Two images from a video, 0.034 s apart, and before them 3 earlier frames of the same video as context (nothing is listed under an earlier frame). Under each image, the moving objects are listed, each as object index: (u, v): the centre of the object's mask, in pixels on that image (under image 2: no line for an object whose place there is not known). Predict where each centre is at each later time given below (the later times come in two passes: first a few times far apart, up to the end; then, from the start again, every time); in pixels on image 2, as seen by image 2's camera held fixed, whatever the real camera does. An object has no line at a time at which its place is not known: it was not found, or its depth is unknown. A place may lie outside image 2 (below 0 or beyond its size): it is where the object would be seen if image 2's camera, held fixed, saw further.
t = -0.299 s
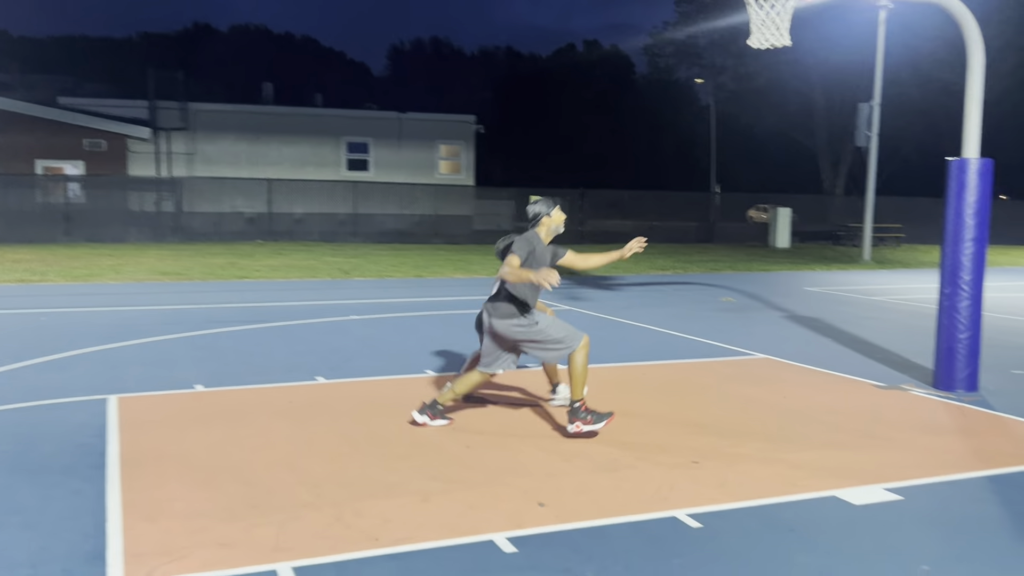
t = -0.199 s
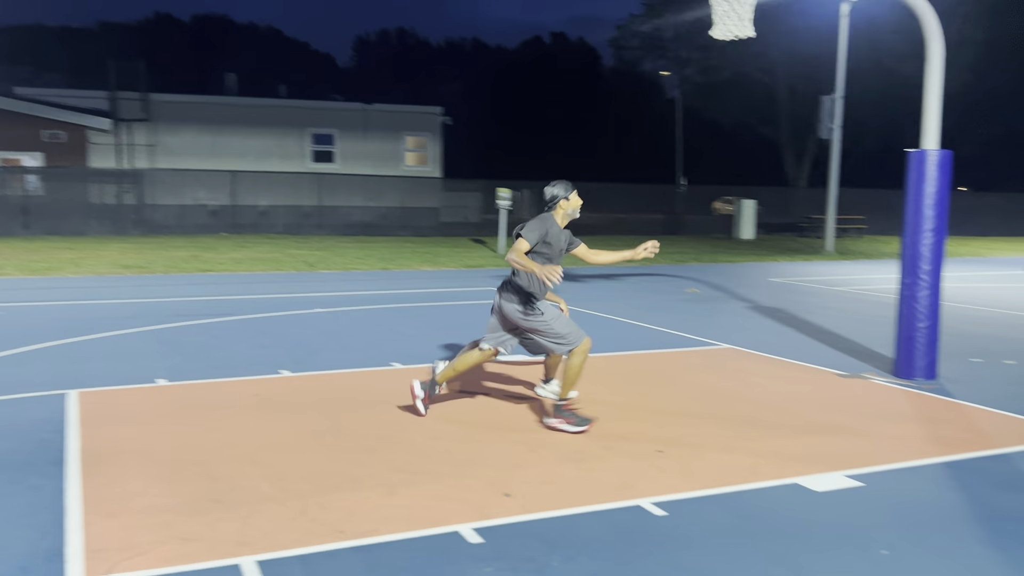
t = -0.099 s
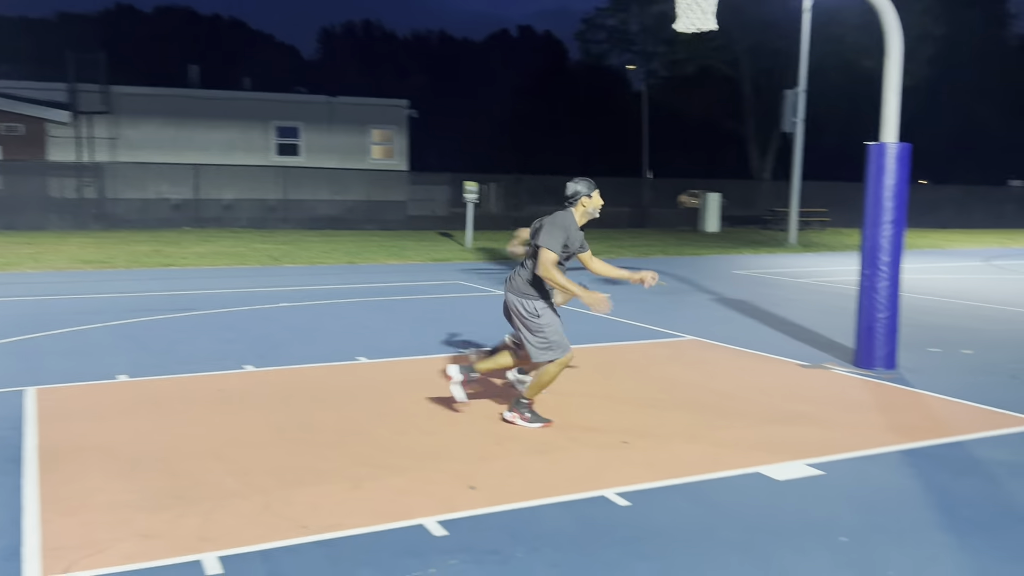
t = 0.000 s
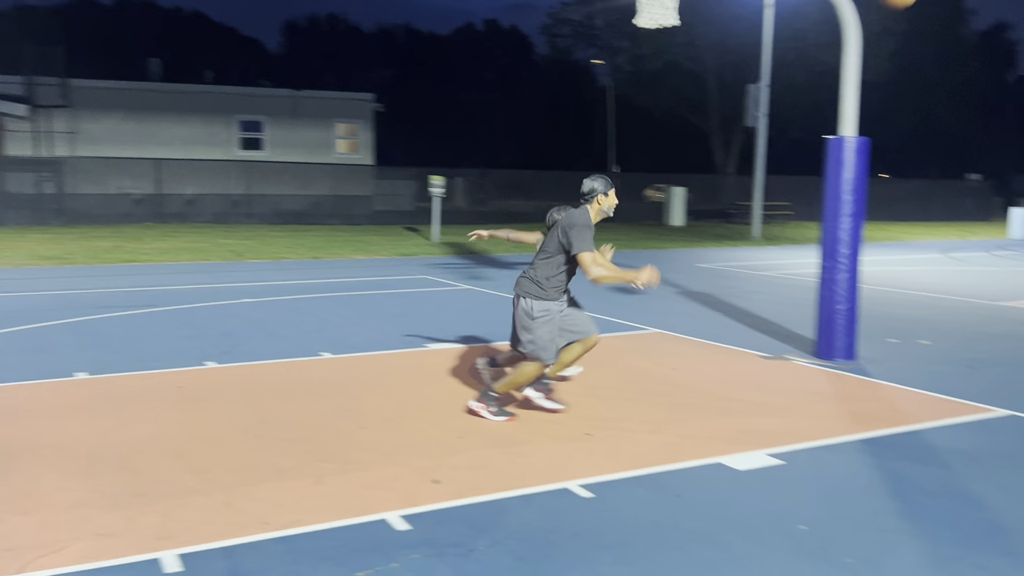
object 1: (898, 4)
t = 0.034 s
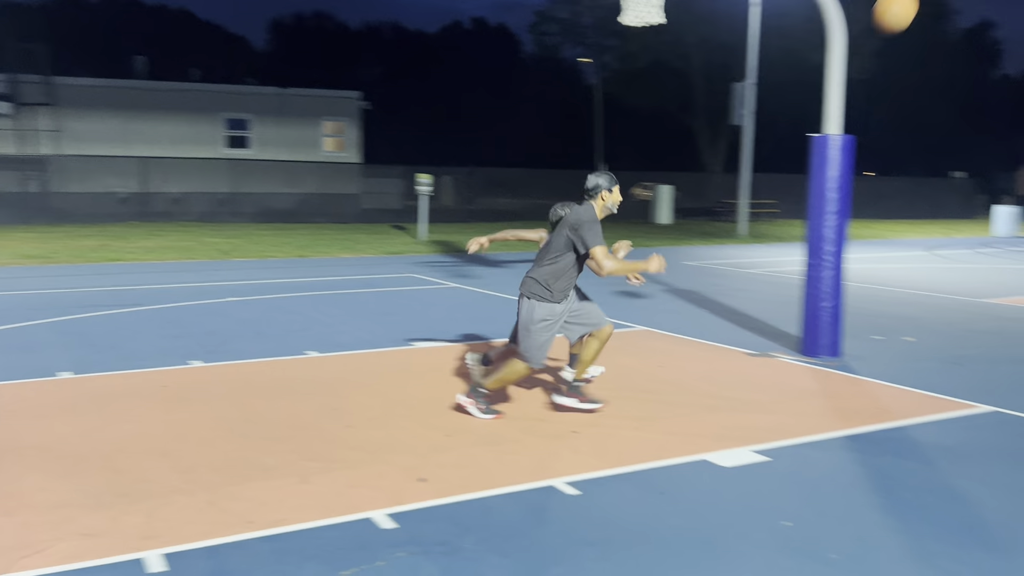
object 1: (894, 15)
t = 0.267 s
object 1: (962, 236)
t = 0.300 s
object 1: (971, 281)
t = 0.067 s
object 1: (906, 37)
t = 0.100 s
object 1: (915, 67)
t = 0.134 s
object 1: (925, 98)
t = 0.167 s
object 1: (933, 131)
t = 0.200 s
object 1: (943, 165)
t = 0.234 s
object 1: (951, 200)
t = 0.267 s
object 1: (962, 236)
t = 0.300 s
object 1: (971, 281)
